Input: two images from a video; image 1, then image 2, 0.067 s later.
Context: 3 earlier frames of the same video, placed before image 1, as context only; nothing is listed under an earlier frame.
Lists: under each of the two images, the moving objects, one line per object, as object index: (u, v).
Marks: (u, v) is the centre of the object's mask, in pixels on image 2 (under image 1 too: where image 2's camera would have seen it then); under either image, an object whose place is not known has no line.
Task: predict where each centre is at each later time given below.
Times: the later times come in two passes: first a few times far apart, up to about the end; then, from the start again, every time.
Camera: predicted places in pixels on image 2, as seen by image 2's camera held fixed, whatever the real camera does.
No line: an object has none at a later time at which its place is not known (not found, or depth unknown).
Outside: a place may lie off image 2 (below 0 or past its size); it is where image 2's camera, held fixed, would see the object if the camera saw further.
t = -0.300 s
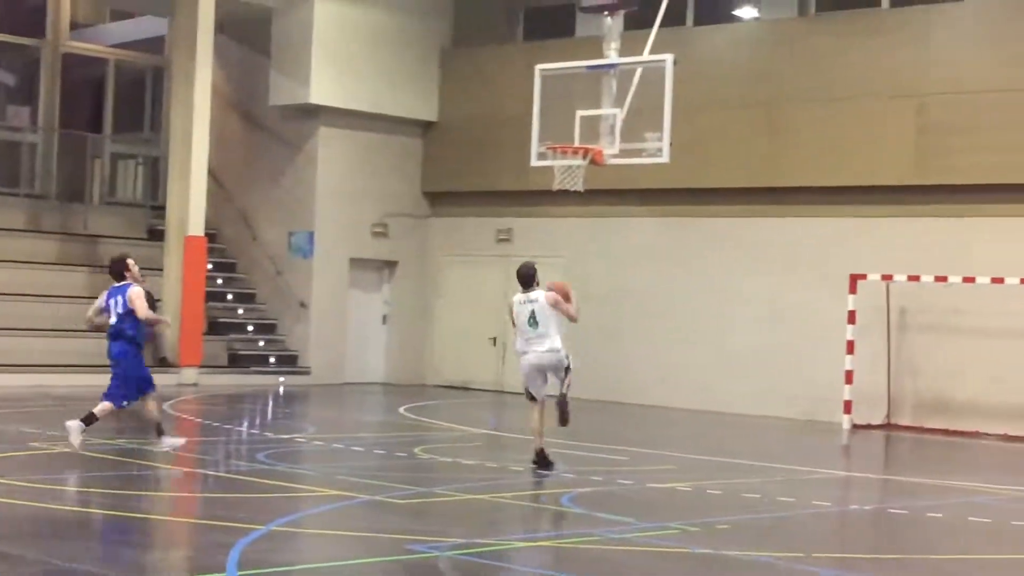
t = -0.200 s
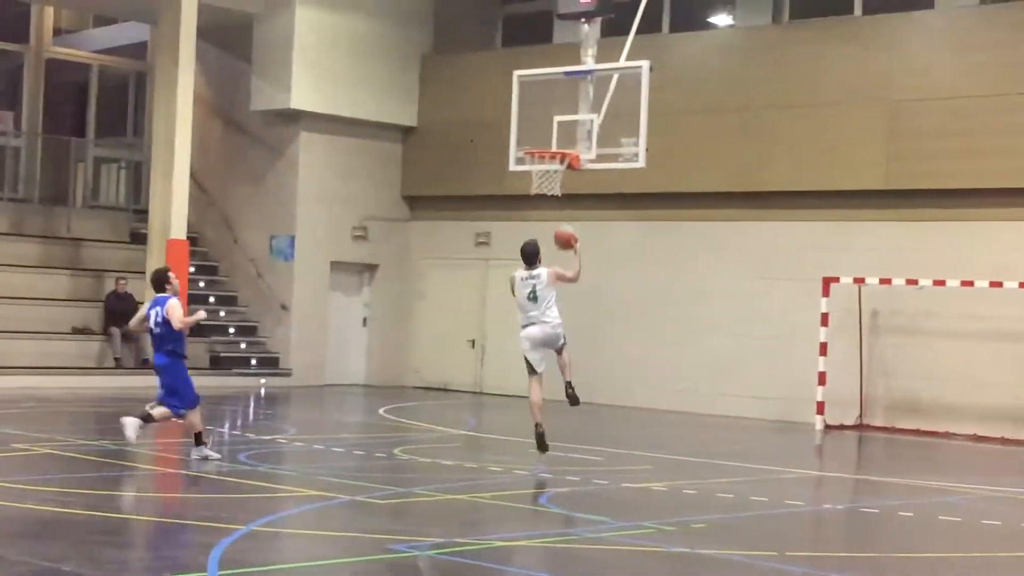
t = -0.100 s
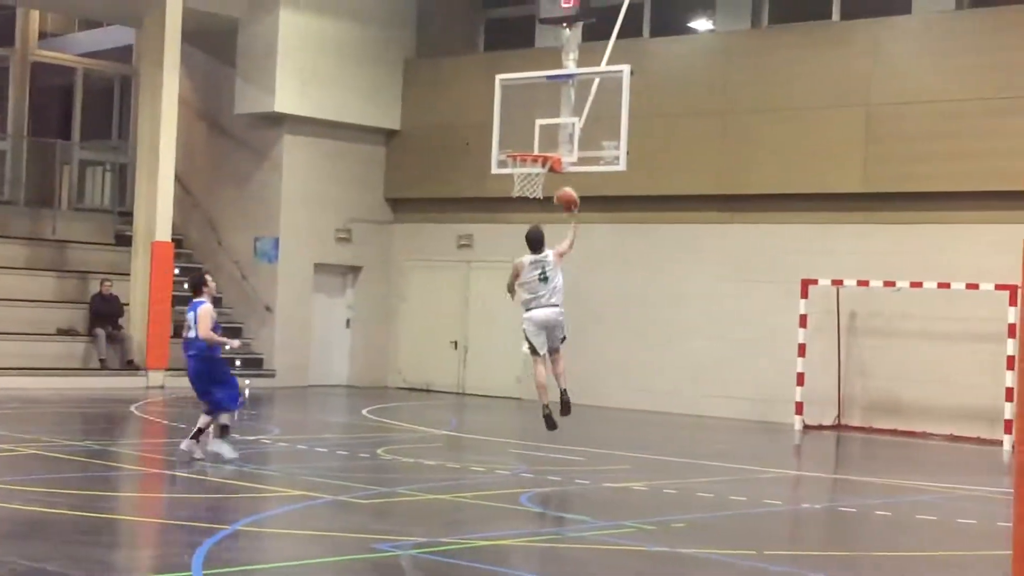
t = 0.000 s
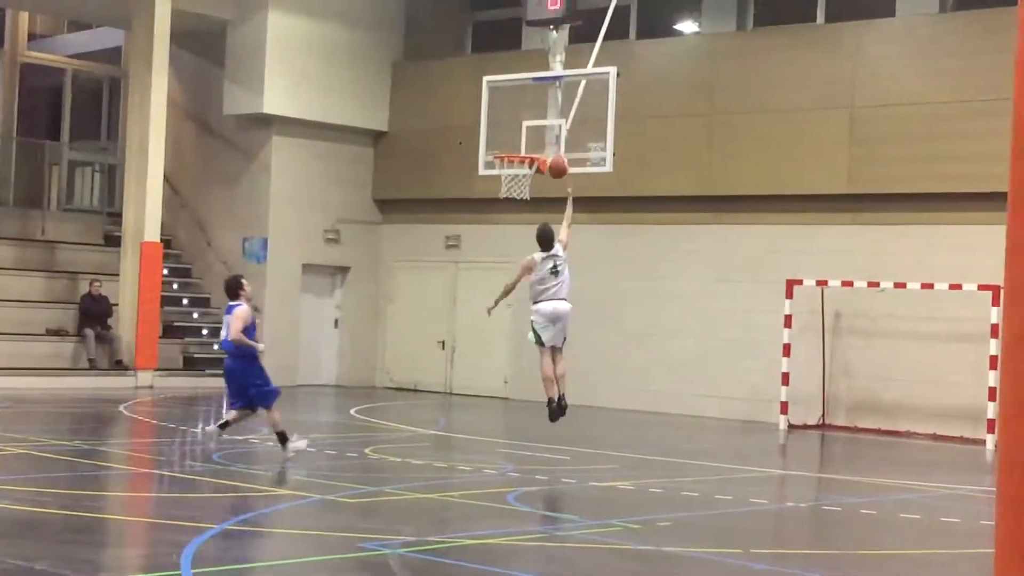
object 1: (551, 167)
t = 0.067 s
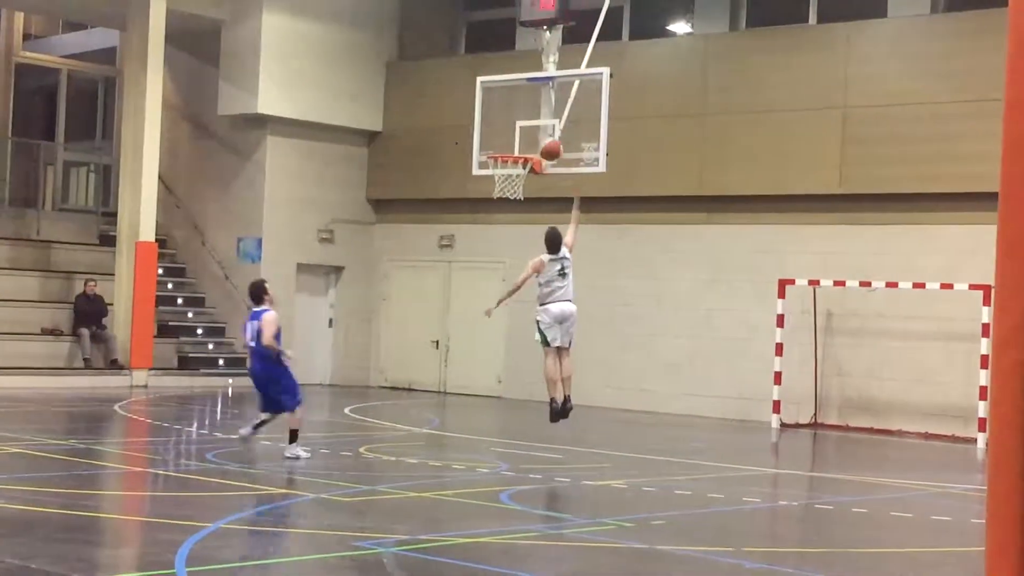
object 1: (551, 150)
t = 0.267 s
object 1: (536, 125)
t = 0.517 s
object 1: (503, 145)
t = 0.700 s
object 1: (513, 161)
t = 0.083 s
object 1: (551, 147)
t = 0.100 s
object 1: (551, 144)
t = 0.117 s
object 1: (551, 141)
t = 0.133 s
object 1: (550, 138)
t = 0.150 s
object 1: (550, 136)
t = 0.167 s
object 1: (549, 134)
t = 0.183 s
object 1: (546, 131)
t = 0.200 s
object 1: (544, 129)
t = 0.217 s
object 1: (543, 128)
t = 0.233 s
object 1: (540, 126)
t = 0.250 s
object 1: (538, 125)
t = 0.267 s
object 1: (536, 125)
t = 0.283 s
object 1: (534, 124)
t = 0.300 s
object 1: (532, 124)
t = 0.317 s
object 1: (530, 124)
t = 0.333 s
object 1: (528, 125)
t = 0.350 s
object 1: (526, 125)
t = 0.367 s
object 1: (524, 126)
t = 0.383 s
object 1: (522, 128)
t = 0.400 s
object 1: (519, 129)
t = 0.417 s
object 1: (517, 131)
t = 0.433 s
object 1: (514, 133)
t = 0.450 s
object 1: (512, 136)
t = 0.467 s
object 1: (510, 138)
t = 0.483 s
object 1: (508, 141)
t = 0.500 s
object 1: (506, 144)
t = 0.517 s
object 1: (503, 145)
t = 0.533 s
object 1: (503, 146)
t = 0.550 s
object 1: (505, 147)
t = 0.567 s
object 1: (506, 147)
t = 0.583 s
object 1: (508, 147)
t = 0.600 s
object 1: (509, 148)
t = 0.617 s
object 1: (510, 149)
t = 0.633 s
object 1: (512, 150)
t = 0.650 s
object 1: (513, 151)
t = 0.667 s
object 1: (514, 152)
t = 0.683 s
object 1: (513, 160)
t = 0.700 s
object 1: (513, 161)
